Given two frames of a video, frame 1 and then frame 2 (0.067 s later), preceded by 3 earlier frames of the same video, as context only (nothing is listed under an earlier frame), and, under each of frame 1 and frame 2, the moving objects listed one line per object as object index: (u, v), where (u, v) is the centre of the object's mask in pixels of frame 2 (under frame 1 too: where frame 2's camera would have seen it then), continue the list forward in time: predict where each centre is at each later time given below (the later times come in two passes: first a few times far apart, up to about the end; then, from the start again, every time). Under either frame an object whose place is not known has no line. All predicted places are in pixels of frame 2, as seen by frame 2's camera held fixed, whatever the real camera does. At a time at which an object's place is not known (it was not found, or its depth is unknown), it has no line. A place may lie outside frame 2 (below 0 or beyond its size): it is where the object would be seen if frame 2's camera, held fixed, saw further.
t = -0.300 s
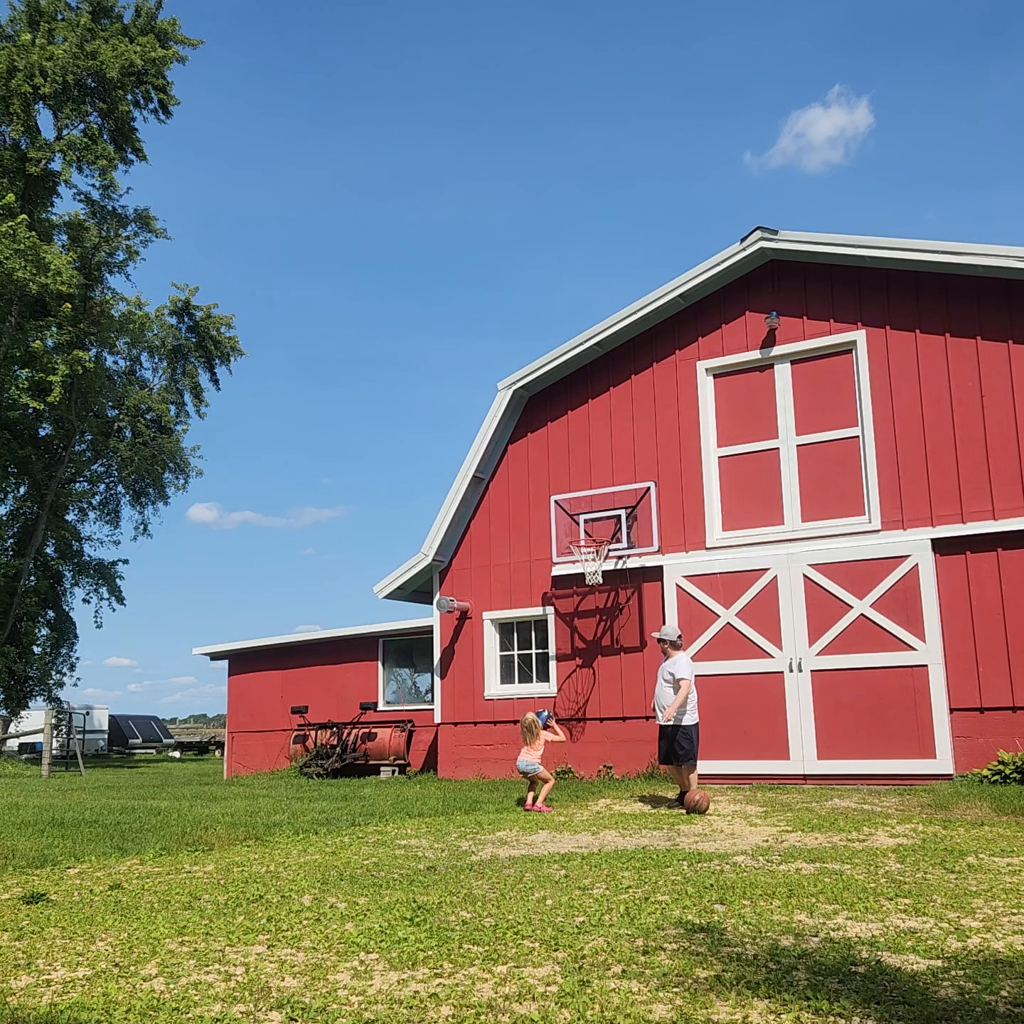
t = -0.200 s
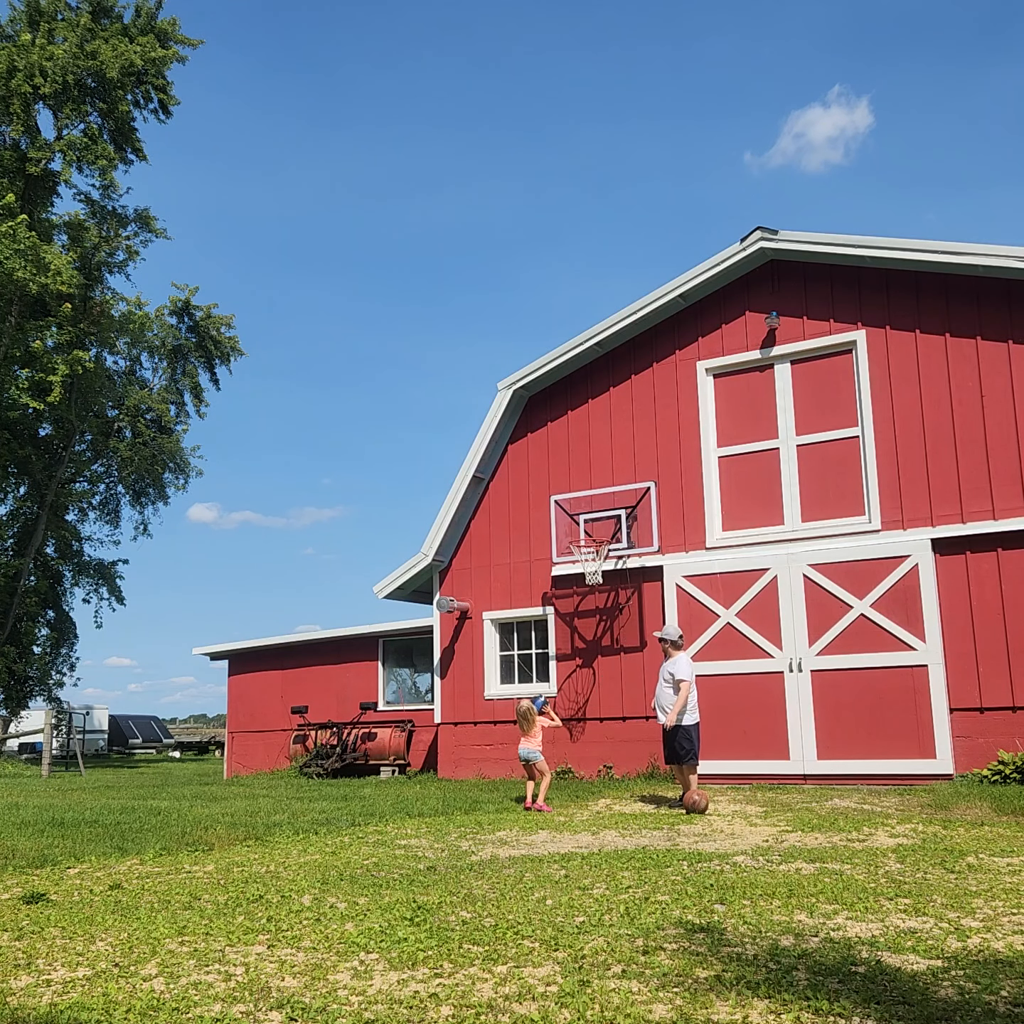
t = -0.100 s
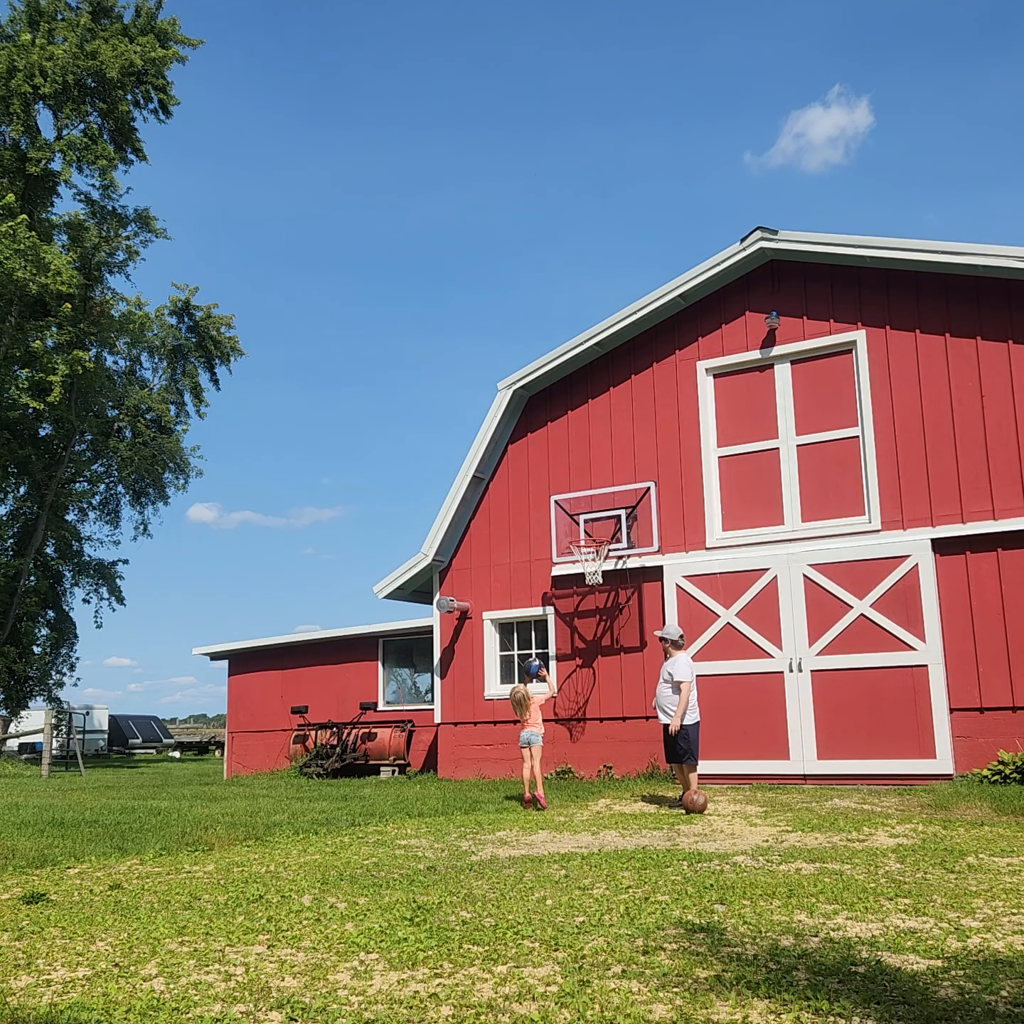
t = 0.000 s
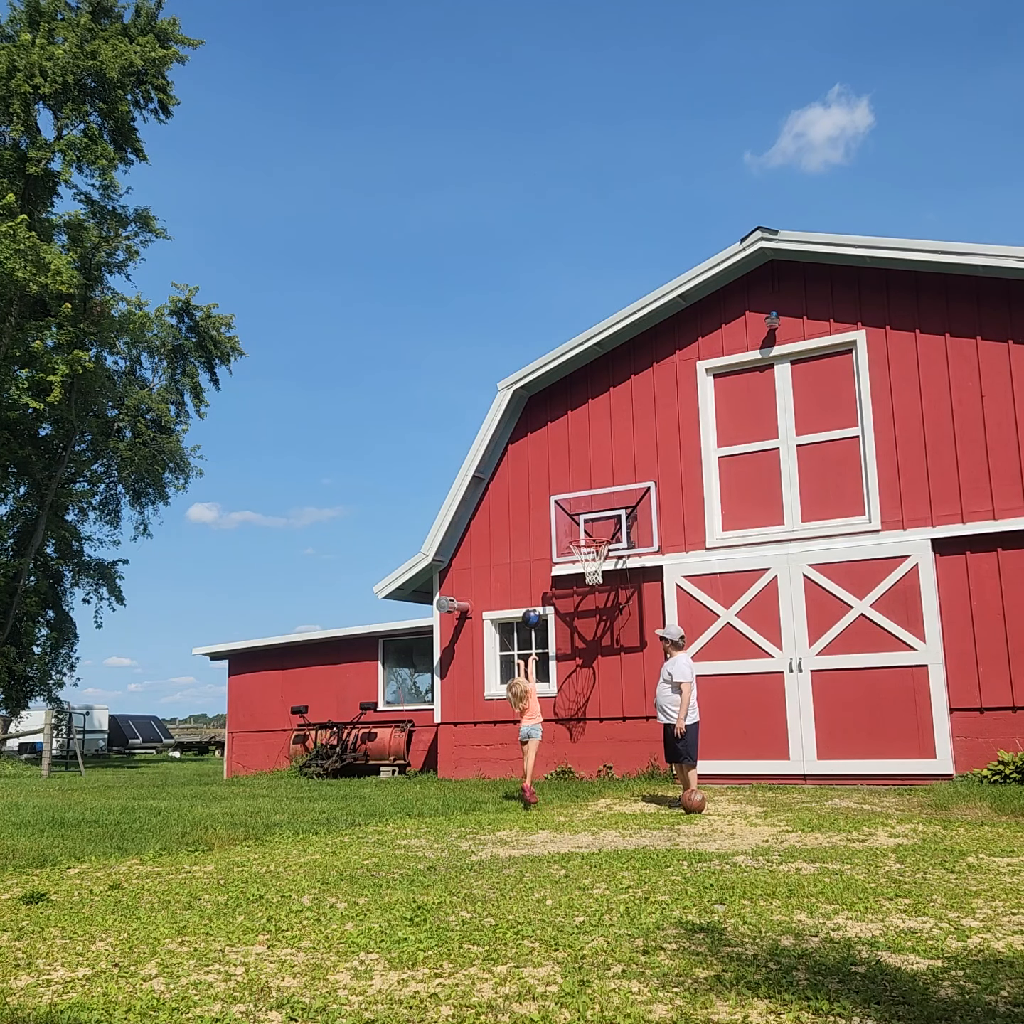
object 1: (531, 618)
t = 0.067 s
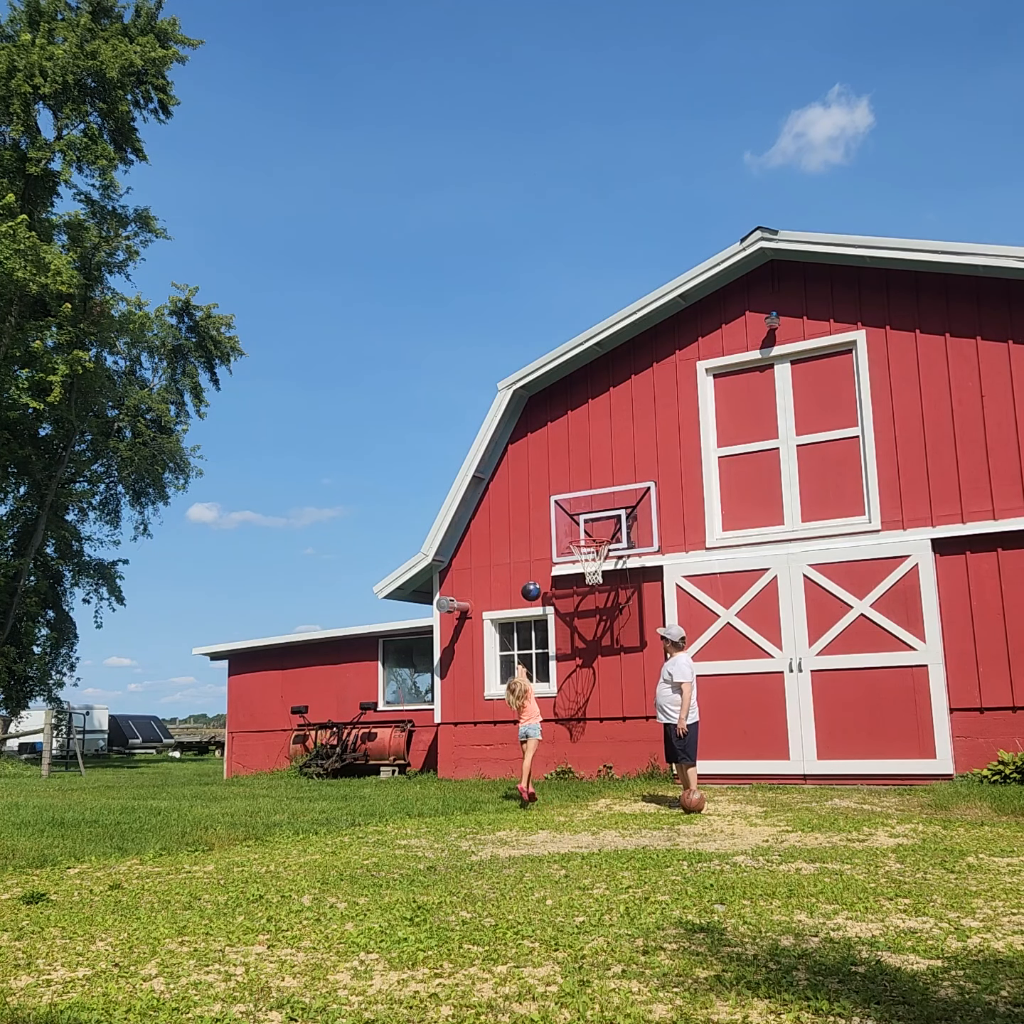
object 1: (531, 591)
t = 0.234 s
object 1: (530, 544)
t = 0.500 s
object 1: (530, 525)
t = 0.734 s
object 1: (532, 559)
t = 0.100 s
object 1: (531, 579)
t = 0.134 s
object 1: (530, 569)
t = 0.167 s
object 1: (530, 559)
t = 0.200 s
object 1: (530, 551)
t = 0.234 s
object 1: (530, 544)
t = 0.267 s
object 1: (530, 538)
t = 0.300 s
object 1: (530, 533)
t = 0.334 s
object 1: (530, 529)
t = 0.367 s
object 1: (530, 526)
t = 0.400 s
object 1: (530, 525)
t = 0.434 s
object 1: (530, 524)
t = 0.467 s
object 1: (530, 524)
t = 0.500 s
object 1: (530, 525)
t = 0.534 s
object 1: (530, 527)
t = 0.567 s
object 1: (530, 530)
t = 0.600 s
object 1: (531, 534)
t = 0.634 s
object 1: (531, 539)
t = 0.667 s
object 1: (531, 545)
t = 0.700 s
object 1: (532, 552)
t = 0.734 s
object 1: (532, 559)
